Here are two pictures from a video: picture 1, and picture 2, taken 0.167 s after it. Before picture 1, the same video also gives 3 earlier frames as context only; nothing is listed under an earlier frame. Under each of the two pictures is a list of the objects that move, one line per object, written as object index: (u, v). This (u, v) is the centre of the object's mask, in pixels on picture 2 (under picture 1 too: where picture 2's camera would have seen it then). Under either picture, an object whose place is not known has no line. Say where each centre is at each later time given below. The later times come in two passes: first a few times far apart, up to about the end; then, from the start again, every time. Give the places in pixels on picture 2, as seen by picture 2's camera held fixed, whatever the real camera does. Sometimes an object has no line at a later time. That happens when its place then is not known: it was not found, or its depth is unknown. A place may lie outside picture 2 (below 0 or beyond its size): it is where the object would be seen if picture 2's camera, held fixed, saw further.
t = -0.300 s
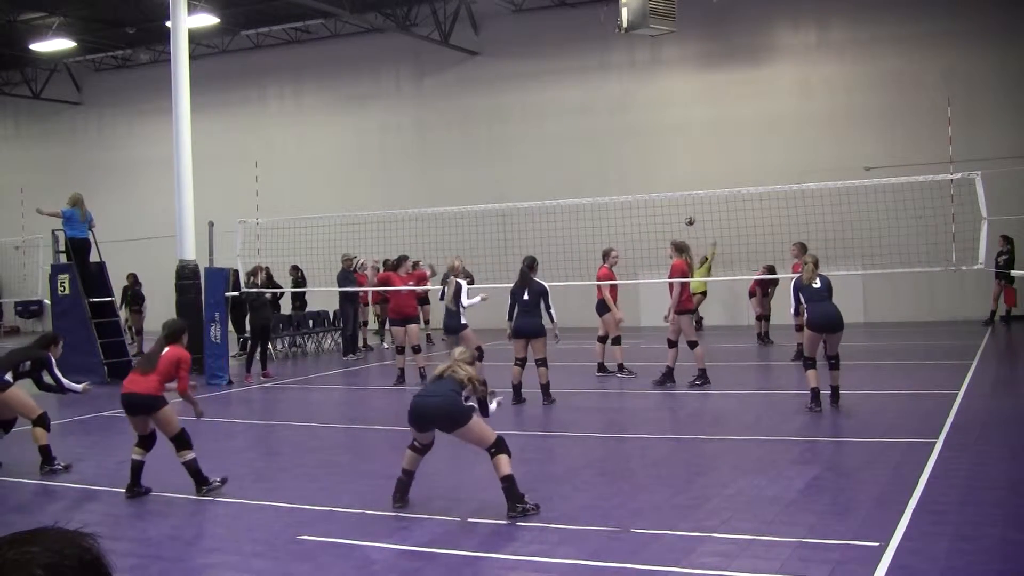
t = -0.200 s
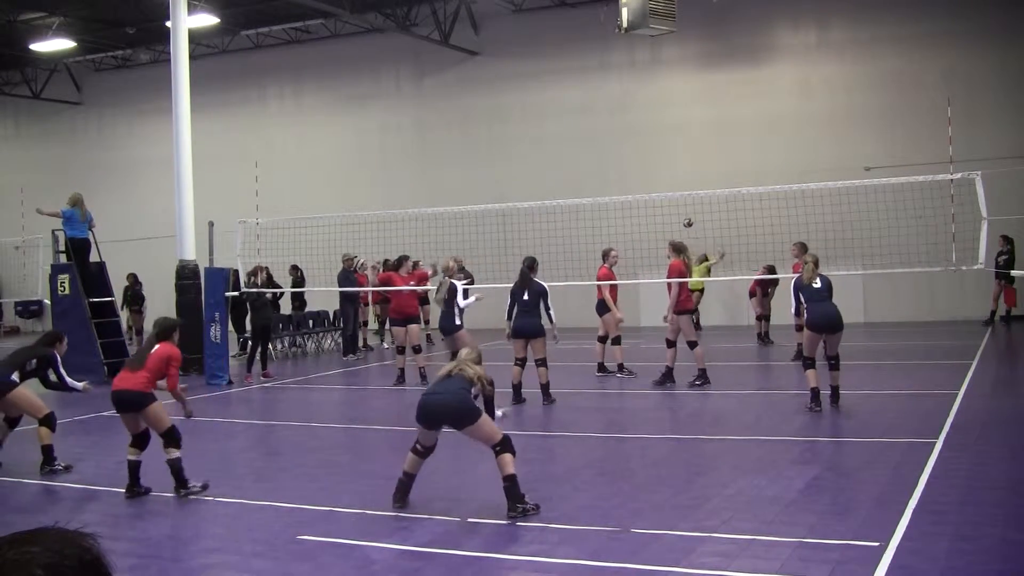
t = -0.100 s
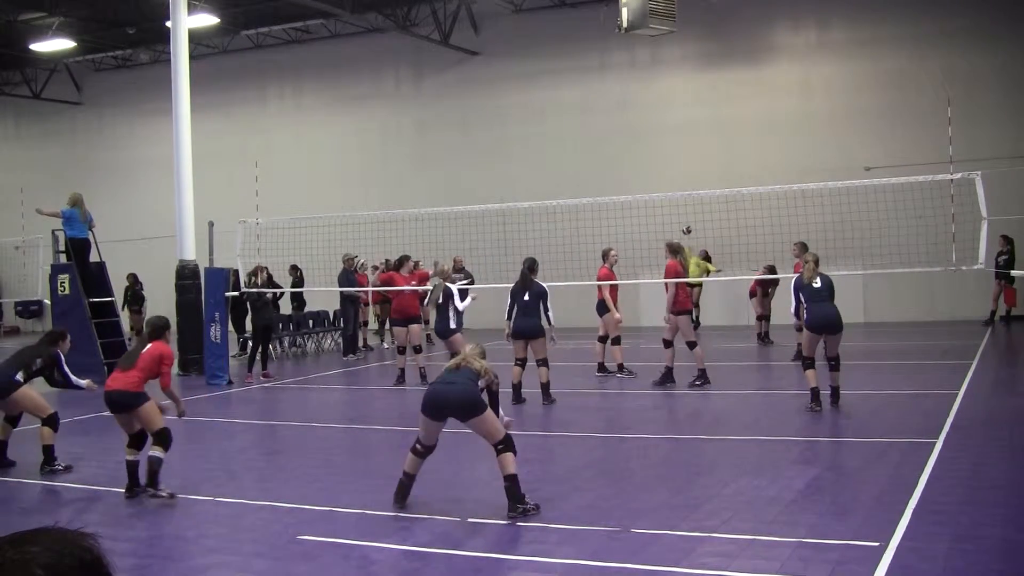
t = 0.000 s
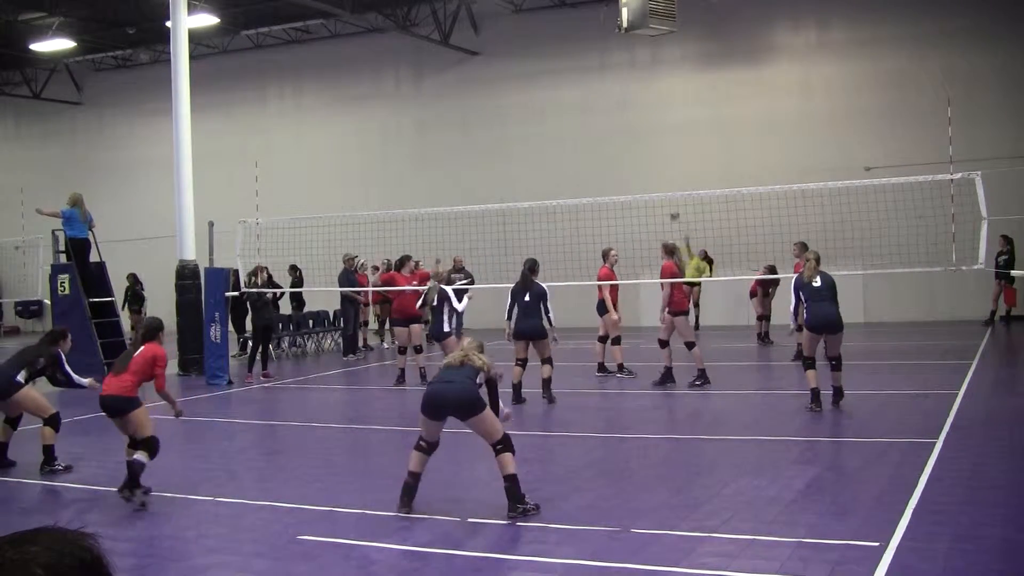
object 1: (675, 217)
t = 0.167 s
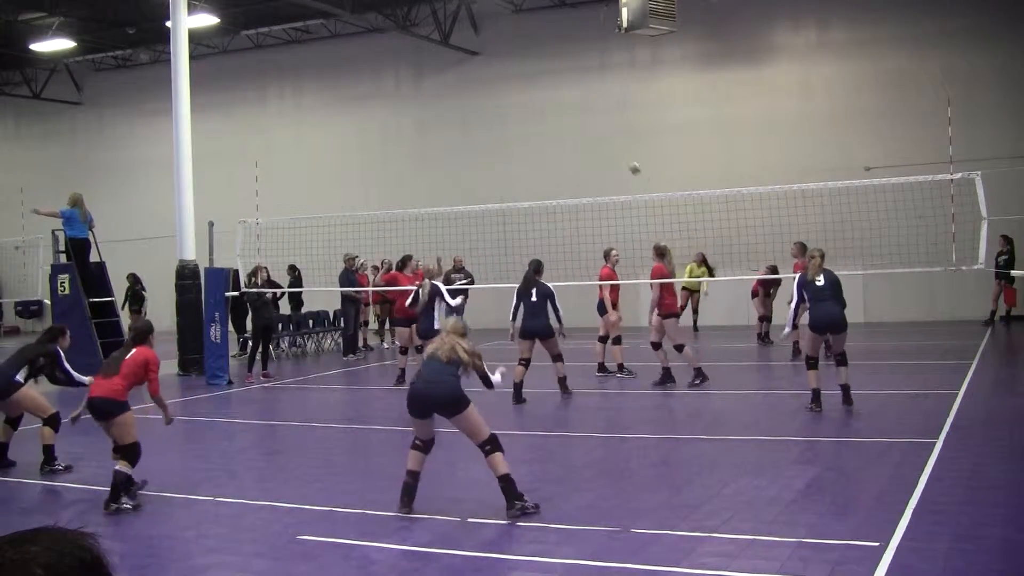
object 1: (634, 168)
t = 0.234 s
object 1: (616, 152)
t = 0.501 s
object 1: (529, 98)
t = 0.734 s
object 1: (435, 85)
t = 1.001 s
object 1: (284, 138)
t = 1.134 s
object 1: (185, 206)
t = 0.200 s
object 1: (625, 159)
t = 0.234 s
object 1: (616, 152)
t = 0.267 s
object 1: (607, 143)
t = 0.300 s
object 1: (597, 135)
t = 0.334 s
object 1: (586, 127)
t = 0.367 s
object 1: (575, 120)
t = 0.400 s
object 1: (564, 115)
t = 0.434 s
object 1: (553, 109)
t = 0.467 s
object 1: (541, 102)
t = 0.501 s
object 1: (529, 98)
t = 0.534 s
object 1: (519, 94)
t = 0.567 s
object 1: (506, 90)
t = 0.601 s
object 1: (493, 87)
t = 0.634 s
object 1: (479, 85)
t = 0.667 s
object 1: (466, 83)
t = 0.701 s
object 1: (451, 84)
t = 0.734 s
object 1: (435, 85)
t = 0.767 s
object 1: (419, 86)
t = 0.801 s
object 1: (402, 89)
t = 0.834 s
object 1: (384, 93)
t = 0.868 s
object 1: (366, 98)
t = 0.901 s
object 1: (347, 105)
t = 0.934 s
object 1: (327, 114)
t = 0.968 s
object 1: (306, 124)
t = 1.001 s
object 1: (284, 138)
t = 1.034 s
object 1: (261, 151)
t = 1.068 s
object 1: (237, 167)
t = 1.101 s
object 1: (211, 184)
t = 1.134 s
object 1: (185, 206)
